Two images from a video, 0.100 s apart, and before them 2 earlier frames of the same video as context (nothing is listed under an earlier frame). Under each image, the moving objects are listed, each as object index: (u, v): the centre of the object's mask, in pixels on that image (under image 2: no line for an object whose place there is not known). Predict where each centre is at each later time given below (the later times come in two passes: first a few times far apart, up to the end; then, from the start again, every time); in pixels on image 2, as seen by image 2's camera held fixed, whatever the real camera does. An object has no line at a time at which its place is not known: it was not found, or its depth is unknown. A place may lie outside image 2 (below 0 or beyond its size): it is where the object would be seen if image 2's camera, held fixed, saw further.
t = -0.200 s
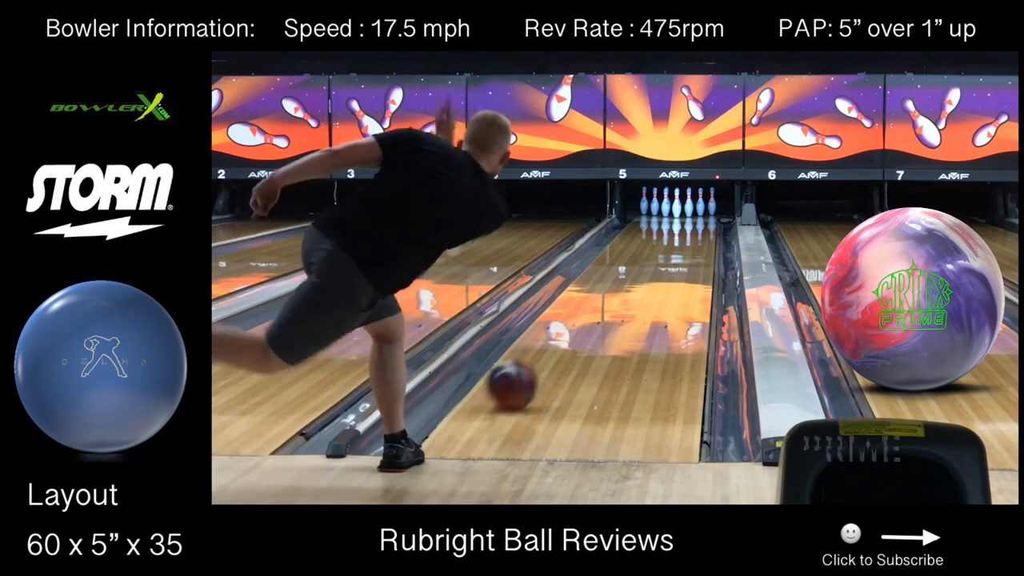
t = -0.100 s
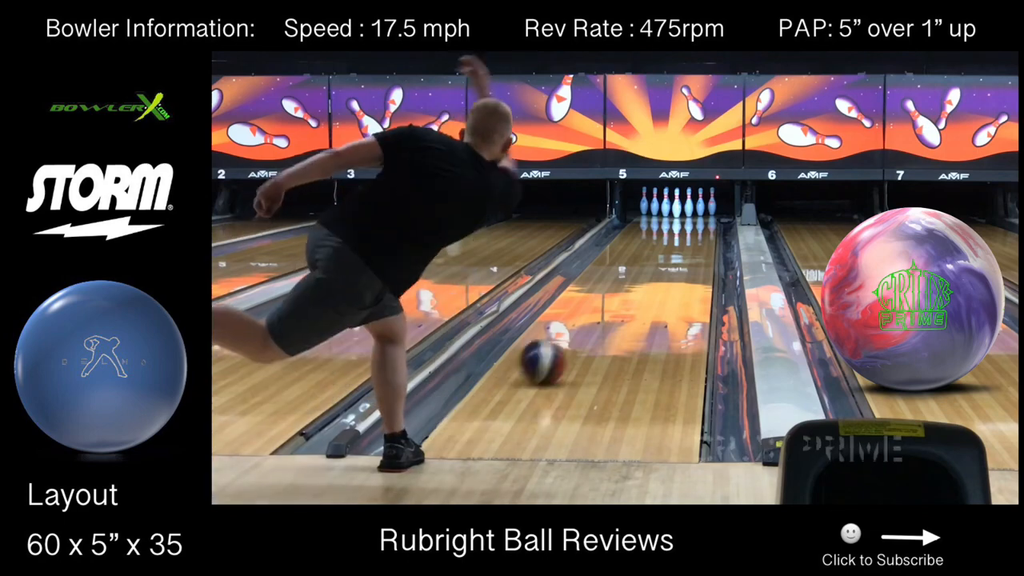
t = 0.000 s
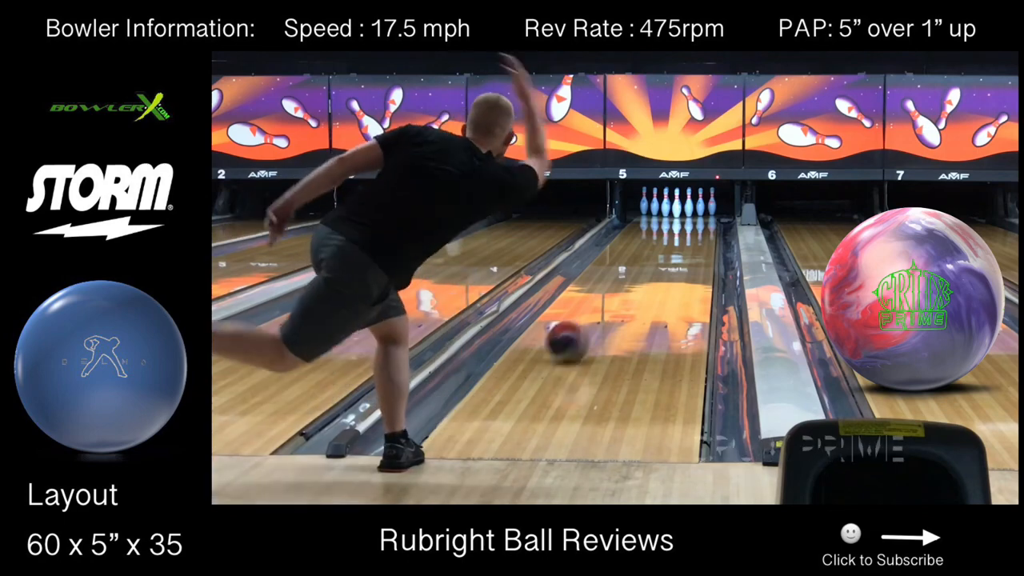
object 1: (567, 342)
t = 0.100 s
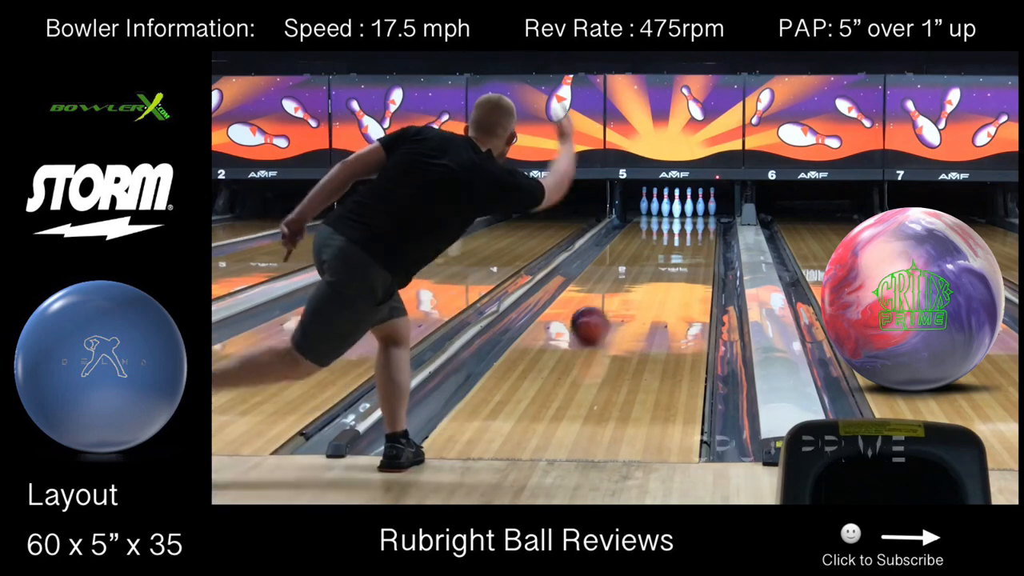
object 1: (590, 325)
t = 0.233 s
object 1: (614, 308)
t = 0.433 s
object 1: (642, 286)
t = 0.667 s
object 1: (667, 267)
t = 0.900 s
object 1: (685, 252)
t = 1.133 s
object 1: (697, 240)
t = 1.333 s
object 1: (702, 232)
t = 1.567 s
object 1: (701, 224)
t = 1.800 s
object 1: (693, 217)
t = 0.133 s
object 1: (596, 321)
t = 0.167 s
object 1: (602, 316)
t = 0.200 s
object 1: (608, 311)
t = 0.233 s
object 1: (614, 308)
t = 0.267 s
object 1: (619, 303)
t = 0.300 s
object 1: (624, 299)
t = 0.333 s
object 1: (629, 296)
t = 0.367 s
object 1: (634, 293)
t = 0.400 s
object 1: (638, 290)
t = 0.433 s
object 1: (642, 286)
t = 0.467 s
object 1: (646, 283)
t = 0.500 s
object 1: (650, 280)
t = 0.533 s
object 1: (654, 277)
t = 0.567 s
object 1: (657, 275)
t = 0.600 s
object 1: (661, 271)
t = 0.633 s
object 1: (664, 269)
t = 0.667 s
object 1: (667, 267)
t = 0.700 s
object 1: (670, 264)
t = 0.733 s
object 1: (673, 262)
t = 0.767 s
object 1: (676, 260)
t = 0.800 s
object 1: (679, 258)
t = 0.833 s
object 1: (681, 256)
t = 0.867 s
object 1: (683, 254)
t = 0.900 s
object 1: (685, 252)
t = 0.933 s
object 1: (688, 250)
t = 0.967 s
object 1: (689, 248)
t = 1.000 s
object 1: (691, 247)
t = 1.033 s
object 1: (693, 245)
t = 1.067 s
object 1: (694, 243)
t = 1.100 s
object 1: (696, 241)
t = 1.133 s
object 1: (697, 240)
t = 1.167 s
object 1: (698, 238)
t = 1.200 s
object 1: (699, 237)
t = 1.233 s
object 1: (700, 235)
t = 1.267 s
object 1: (701, 234)
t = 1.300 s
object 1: (702, 233)
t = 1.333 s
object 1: (702, 232)
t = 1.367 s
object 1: (703, 230)
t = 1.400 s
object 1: (702, 230)
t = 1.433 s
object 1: (702, 228)
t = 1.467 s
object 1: (703, 228)
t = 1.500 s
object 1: (702, 226)
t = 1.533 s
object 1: (700, 225)
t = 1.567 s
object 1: (701, 224)
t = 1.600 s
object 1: (700, 223)
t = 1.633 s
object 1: (698, 222)
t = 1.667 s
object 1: (698, 221)
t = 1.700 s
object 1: (697, 220)
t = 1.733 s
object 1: (695, 219)
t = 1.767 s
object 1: (694, 218)
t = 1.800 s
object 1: (693, 217)
